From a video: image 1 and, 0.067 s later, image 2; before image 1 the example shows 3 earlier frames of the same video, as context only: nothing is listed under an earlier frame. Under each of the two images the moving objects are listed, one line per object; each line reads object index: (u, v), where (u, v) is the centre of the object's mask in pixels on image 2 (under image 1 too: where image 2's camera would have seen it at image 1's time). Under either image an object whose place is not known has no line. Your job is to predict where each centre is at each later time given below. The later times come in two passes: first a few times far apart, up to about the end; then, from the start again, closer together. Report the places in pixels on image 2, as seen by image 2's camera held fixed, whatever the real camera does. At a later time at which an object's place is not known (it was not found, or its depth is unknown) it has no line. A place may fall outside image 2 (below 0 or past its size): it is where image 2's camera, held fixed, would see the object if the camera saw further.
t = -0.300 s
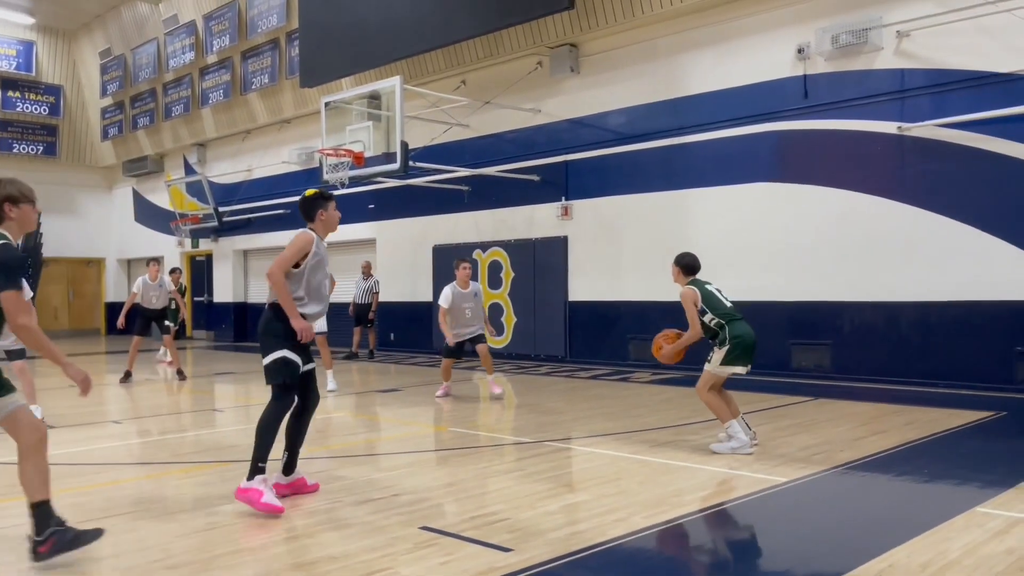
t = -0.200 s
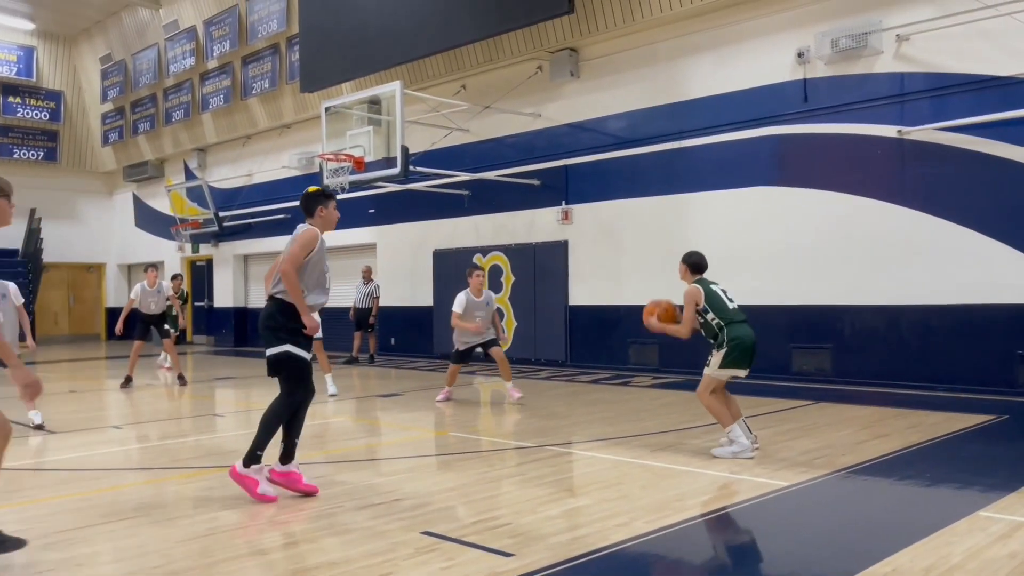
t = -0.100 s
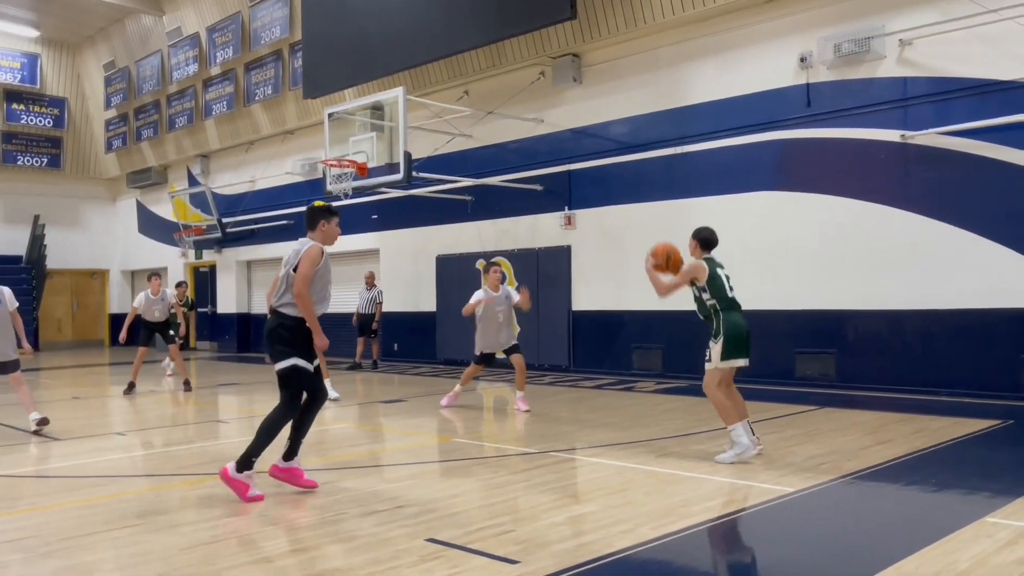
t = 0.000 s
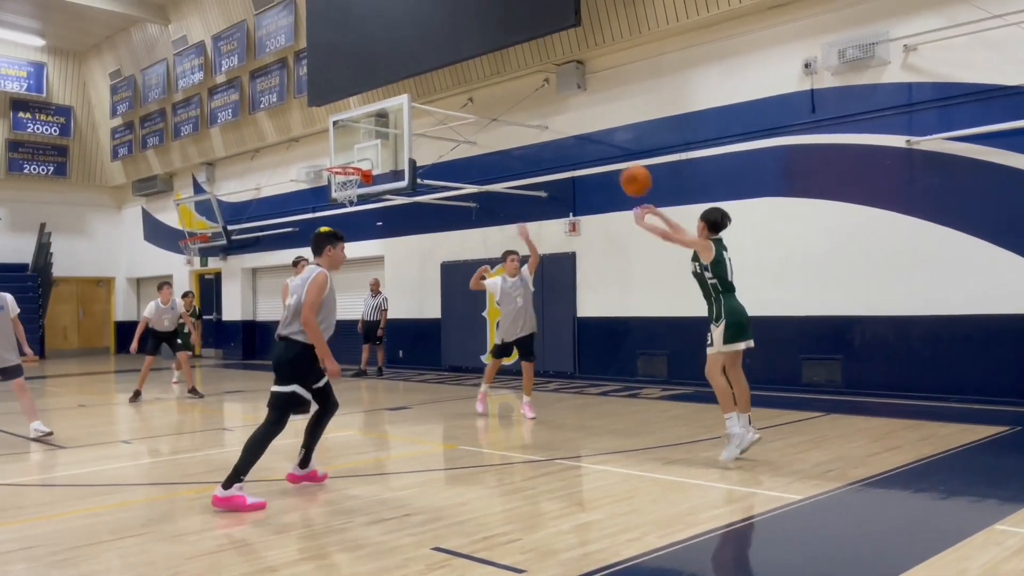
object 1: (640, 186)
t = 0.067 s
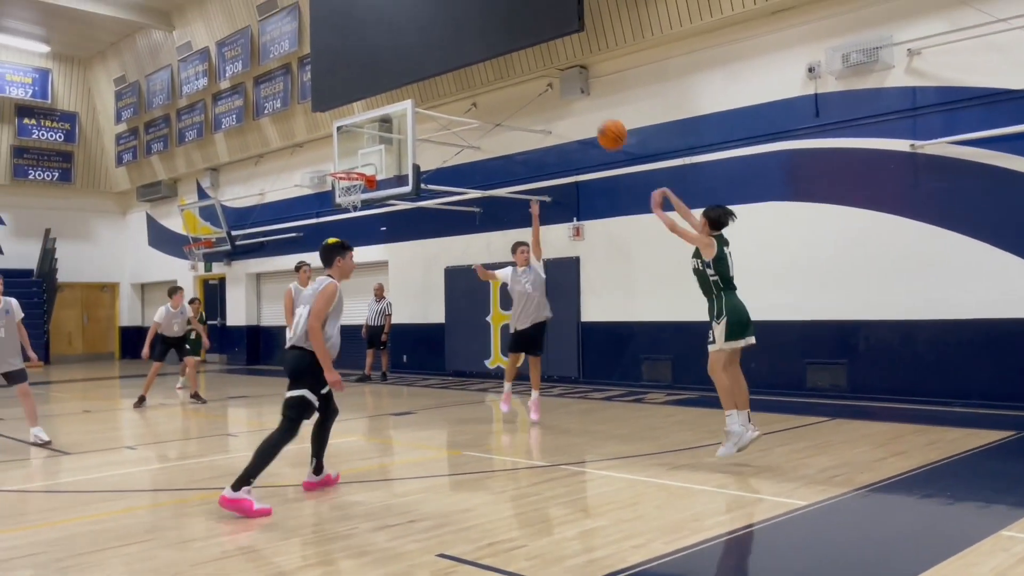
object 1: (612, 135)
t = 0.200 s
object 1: (565, 60)
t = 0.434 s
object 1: (497, -4)
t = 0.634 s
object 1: (451, -11)
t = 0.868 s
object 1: (407, 23)
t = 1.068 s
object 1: (374, 82)
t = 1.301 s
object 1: (344, 175)
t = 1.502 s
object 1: (340, 206)
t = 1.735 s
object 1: (343, 256)
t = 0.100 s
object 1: (599, 113)
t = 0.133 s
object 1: (587, 94)
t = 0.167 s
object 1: (576, 76)
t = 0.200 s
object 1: (565, 60)
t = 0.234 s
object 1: (553, 47)
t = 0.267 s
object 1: (543, 34)
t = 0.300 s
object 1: (533, 24)
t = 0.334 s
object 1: (523, 15)
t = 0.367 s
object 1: (514, 7)
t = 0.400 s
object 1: (505, 1)
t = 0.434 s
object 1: (497, -4)
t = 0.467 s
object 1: (488, -8)
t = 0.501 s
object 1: (480, -11)
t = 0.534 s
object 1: (473, -12)
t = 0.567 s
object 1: (465, -13)
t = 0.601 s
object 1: (458, -12)
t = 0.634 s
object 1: (451, -11)
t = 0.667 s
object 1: (444, -8)
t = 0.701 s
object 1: (437, -6)
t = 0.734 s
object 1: (431, -1)
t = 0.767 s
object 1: (424, 4)
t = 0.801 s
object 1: (418, 10)
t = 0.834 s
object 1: (412, 16)
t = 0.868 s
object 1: (407, 23)
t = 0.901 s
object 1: (401, 31)
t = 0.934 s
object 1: (395, 40)
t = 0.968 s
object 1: (390, 50)
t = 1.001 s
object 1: (385, 60)
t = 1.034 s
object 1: (379, 70)
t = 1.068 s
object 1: (374, 82)
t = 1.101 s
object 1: (369, 92)
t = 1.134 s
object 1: (365, 105)
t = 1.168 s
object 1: (361, 119)
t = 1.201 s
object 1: (356, 133)
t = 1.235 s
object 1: (352, 146)
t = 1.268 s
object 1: (348, 160)
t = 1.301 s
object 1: (344, 175)
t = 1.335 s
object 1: (340, 188)
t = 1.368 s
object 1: (339, 194)
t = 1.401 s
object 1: (340, 195)
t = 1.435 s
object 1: (340, 198)
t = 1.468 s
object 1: (340, 202)
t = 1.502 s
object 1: (340, 206)
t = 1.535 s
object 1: (340, 211)
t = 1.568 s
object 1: (341, 217)
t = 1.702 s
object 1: (343, 247)
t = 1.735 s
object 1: (343, 256)
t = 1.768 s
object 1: (343, 266)
